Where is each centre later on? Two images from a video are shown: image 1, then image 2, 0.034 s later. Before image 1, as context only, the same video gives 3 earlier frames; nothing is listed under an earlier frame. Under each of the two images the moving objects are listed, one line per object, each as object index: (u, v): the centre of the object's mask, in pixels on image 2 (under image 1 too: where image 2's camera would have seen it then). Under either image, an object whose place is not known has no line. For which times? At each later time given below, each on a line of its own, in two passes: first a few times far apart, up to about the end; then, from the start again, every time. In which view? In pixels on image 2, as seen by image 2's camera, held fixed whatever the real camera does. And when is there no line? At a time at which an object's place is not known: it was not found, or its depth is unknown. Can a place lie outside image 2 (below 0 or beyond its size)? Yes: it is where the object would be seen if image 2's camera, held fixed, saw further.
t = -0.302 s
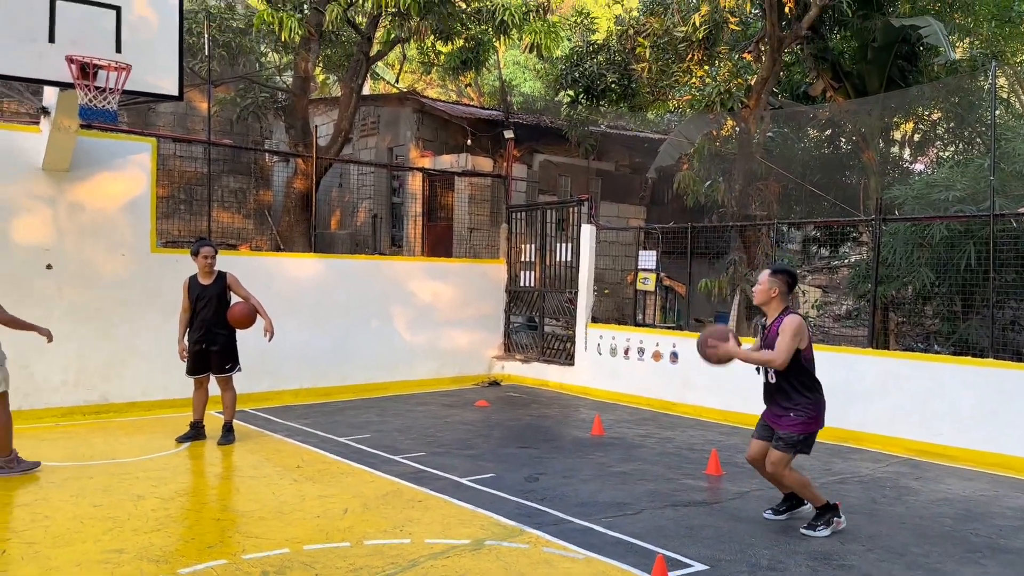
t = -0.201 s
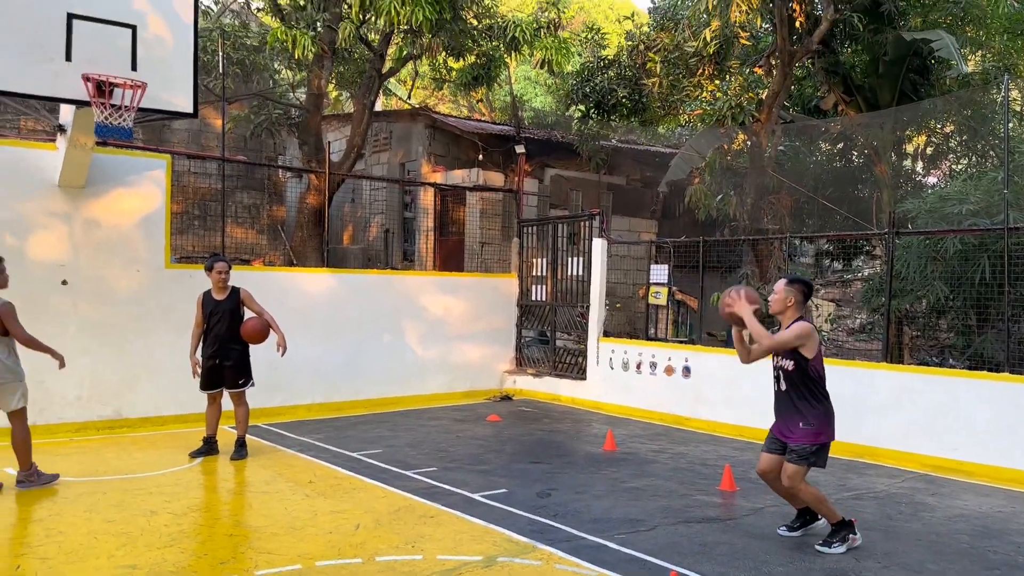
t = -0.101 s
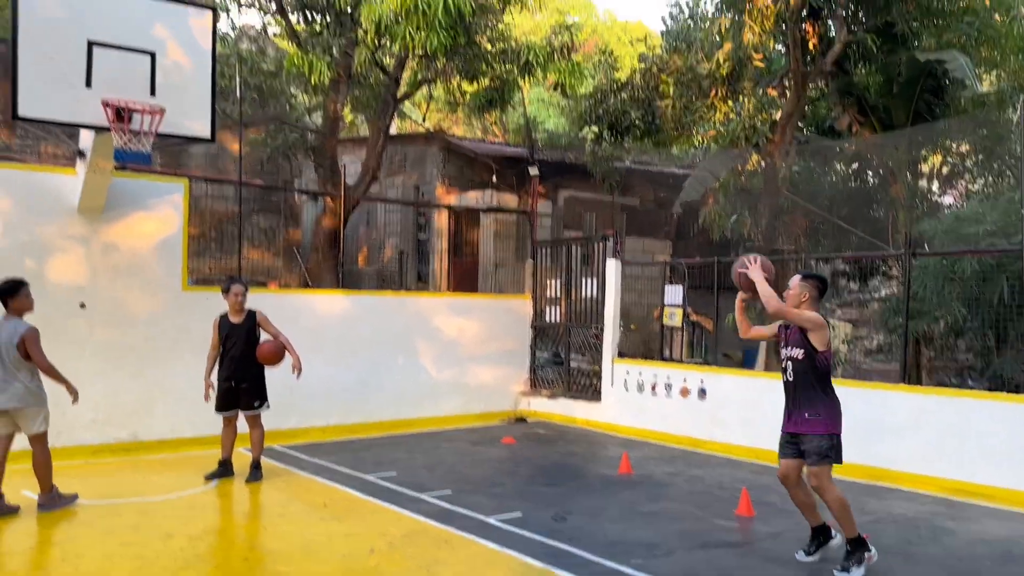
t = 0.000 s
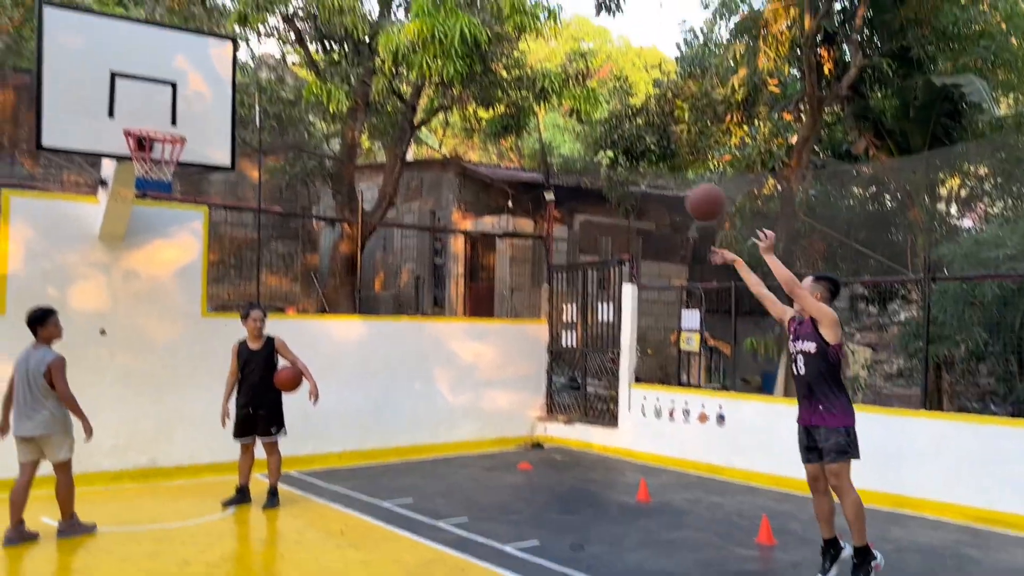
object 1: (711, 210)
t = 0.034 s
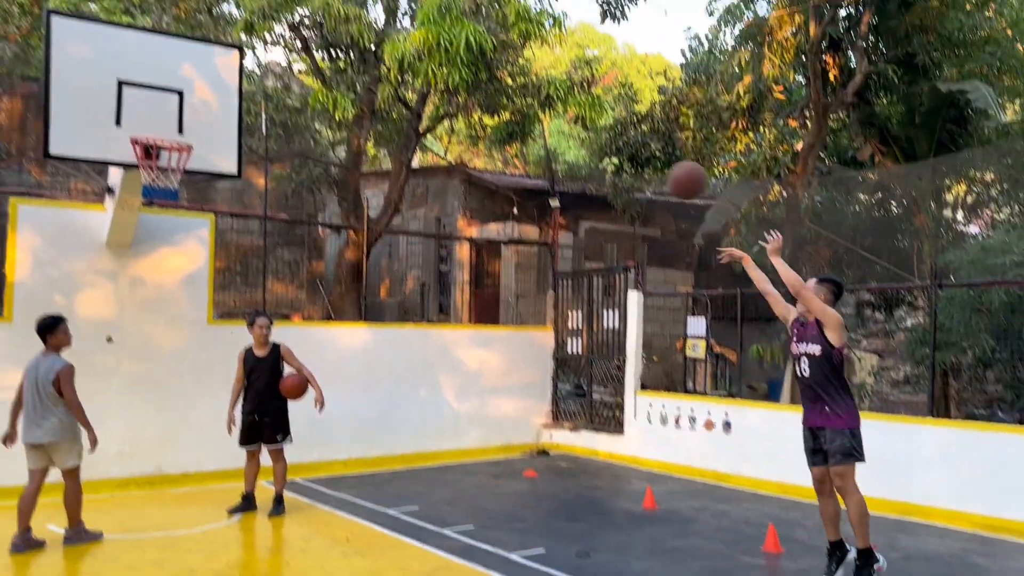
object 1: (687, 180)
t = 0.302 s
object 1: (519, 34)
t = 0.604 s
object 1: (367, 8)
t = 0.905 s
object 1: (238, 91)
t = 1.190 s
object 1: (230, 141)
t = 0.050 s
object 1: (676, 167)
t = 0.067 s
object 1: (664, 154)
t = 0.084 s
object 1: (653, 143)
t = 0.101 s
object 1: (642, 131)
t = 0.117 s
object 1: (631, 119)
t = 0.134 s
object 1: (620, 109)
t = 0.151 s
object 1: (609, 99)
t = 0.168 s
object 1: (598, 90)
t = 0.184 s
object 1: (588, 81)
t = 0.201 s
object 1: (579, 74)
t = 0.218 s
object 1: (568, 65)
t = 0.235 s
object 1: (558, 58)
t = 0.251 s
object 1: (548, 51)
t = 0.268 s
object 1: (538, 44)
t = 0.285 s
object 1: (529, 39)
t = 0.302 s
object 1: (519, 34)
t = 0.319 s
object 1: (511, 29)
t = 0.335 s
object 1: (501, 24)
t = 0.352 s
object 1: (492, 20)
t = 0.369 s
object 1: (483, 16)
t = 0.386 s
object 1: (474, 13)
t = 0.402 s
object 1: (465, 10)
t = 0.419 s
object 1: (457, 8)
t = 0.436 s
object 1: (448, 6)
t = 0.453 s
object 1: (439, 4)
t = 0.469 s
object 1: (431, 3)
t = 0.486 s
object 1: (422, 3)
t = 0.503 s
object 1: (414, 2)
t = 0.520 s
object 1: (407, 3)
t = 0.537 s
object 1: (400, 3)
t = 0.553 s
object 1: (390, 4)
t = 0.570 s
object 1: (383, 5)
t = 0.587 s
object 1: (376, 7)
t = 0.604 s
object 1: (367, 8)
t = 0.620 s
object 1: (359, 10)
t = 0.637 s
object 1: (352, 13)
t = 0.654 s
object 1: (344, 16)
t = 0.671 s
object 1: (338, 19)
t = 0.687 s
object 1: (330, 22)
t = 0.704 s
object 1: (323, 26)
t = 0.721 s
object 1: (315, 29)
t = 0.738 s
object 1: (308, 34)
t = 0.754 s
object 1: (302, 38)
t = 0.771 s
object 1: (293, 43)
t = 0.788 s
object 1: (288, 48)
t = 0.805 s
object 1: (280, 54)
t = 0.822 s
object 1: (273, 59)
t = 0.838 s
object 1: (265, 66)
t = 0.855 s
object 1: (258, 72)
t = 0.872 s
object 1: (251, 78)
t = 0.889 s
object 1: (244, 84)
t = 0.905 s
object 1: (238, 91)
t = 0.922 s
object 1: (232, 98)
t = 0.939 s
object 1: (225, 106)
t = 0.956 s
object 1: (218, 114)
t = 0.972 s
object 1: (212, 122)
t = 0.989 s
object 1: (205, 130)
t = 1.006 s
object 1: (200, 138)
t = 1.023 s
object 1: (202, 138)
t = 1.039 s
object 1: (205, 137)
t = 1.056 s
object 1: (208, 136)
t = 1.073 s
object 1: (211, 136)
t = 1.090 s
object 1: (213, 136)
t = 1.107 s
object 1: (216, 136)
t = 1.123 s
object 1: (219, 136)
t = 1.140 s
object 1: (222, 137)
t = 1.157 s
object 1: (225, 138)
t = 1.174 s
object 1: (227, 139)
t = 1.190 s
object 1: (230, 141)
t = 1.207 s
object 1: (232, 143)
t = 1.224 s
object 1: (235, 145)
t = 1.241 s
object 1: (238, 148)
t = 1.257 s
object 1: (240, 151)
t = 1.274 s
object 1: (243, 154)
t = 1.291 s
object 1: (245, 158)
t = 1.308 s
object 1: (248, 161)
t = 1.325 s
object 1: (250, 165)
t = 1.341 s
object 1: (252, 169)
